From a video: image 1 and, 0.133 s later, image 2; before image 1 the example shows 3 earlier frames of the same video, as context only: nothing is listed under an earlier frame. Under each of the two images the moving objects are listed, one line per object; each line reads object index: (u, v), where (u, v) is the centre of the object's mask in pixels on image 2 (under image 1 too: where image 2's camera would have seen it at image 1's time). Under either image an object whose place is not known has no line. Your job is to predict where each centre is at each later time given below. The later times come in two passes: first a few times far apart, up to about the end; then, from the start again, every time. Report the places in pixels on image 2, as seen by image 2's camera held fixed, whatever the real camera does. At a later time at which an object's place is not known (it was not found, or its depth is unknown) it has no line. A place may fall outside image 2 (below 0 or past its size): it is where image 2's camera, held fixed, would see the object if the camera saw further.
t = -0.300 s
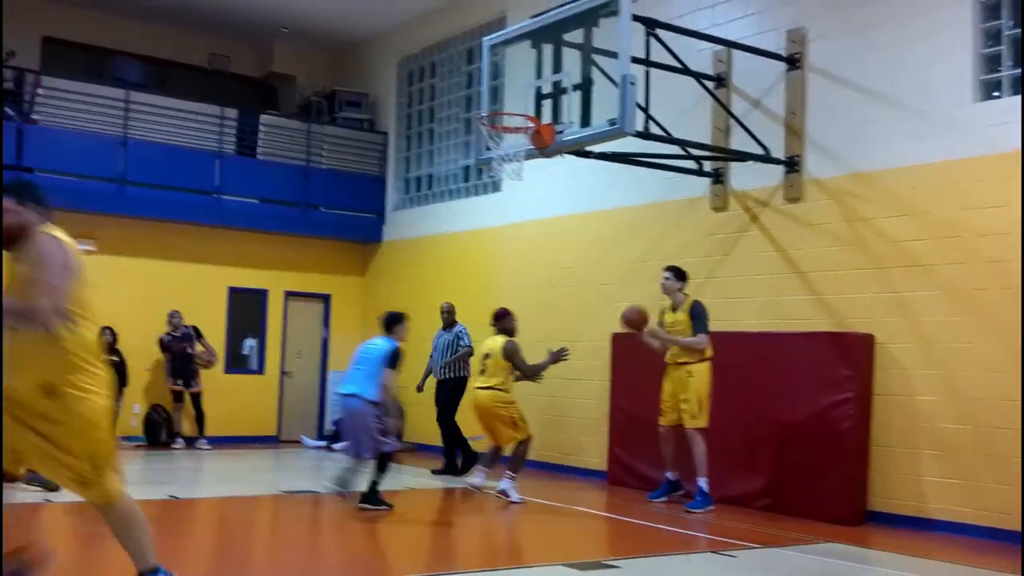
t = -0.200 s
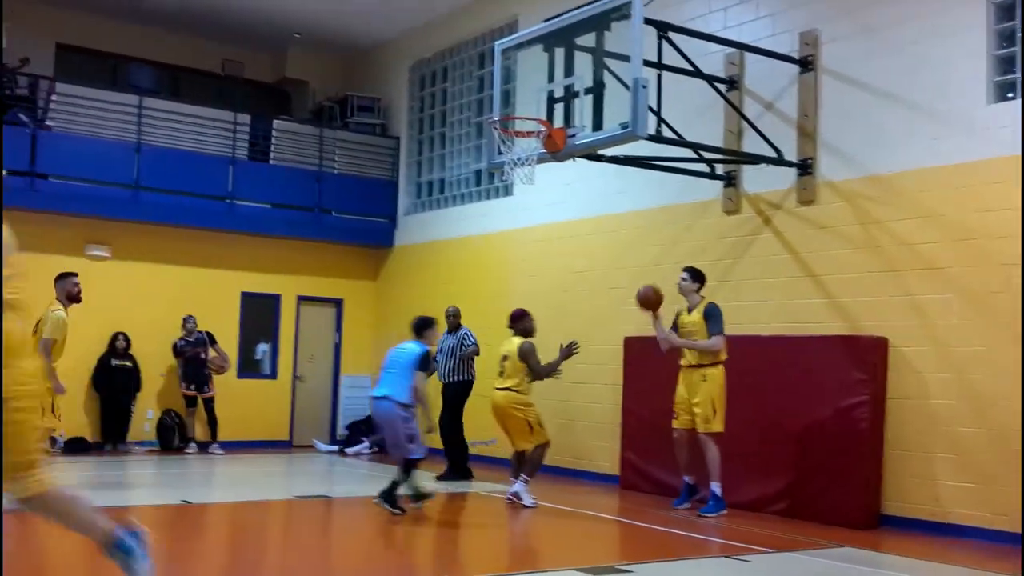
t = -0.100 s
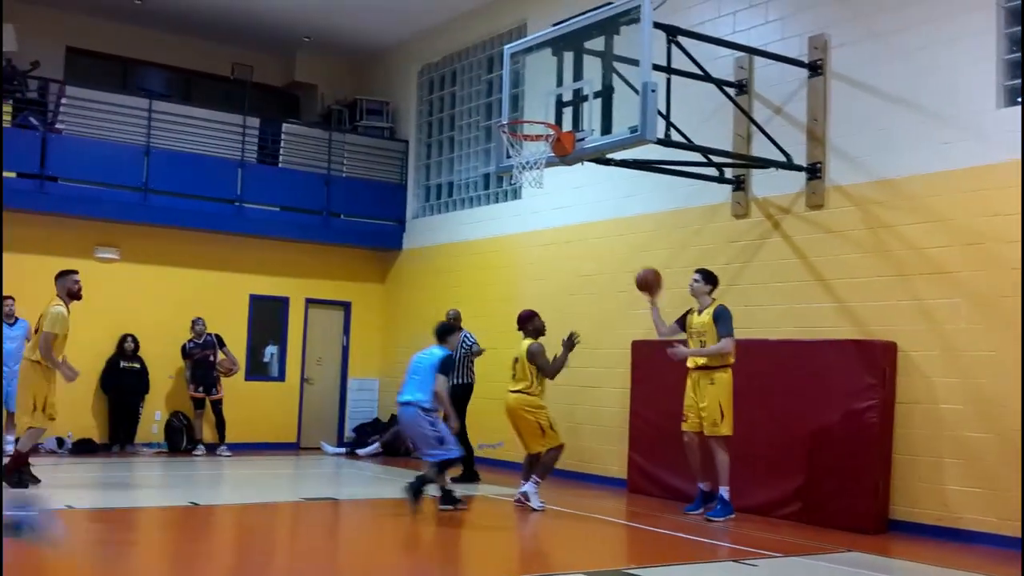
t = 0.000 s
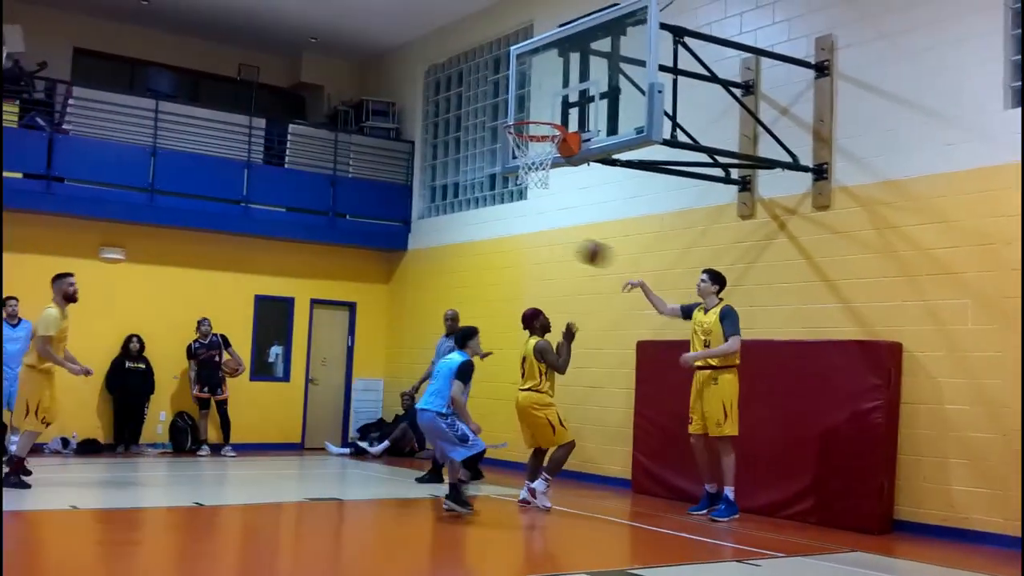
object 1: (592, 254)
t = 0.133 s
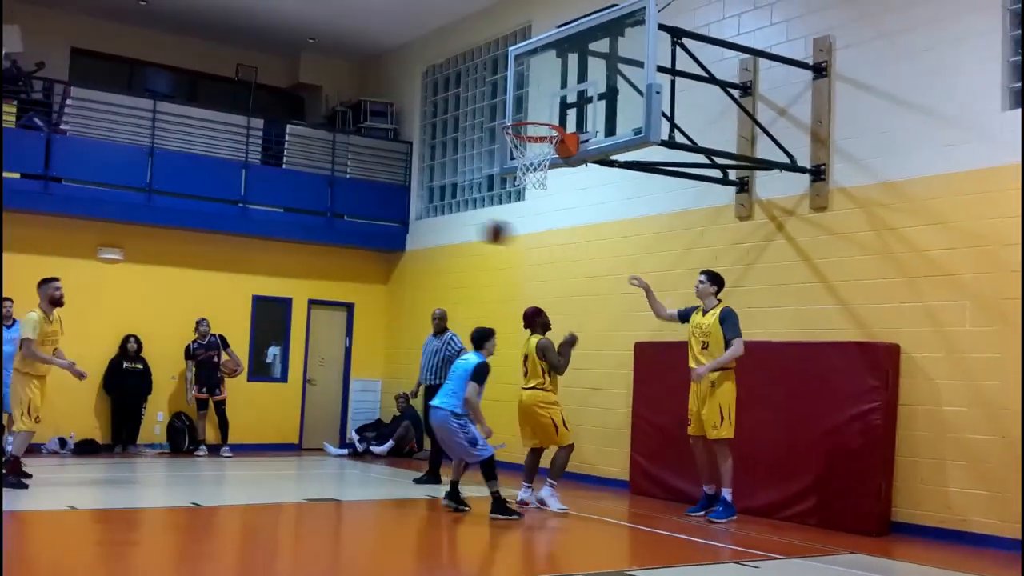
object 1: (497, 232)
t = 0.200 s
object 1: (448, 230)
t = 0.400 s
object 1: (305, 247)
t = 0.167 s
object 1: (473, 230)
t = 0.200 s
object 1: (448, 230)
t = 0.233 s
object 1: (424, 231)
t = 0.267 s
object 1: (400, 230)
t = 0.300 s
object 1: (379, 231)
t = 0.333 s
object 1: (353, 233)
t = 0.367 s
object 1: (330, 240)
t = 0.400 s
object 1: (305, 247)
